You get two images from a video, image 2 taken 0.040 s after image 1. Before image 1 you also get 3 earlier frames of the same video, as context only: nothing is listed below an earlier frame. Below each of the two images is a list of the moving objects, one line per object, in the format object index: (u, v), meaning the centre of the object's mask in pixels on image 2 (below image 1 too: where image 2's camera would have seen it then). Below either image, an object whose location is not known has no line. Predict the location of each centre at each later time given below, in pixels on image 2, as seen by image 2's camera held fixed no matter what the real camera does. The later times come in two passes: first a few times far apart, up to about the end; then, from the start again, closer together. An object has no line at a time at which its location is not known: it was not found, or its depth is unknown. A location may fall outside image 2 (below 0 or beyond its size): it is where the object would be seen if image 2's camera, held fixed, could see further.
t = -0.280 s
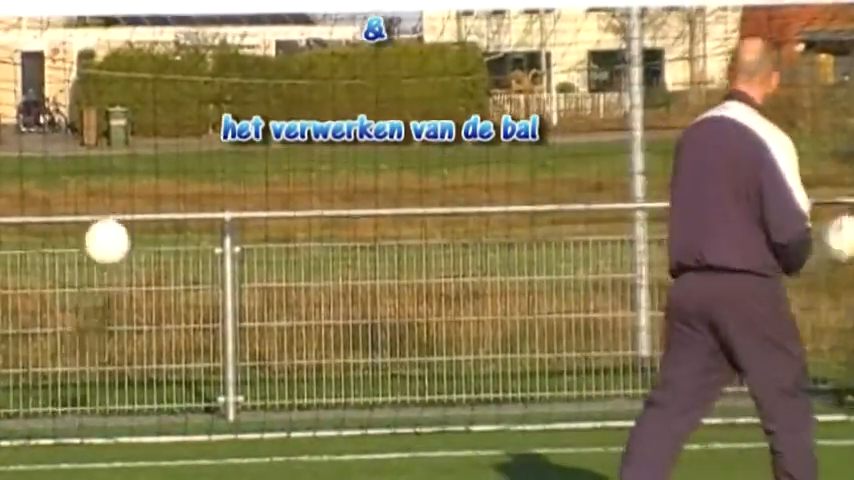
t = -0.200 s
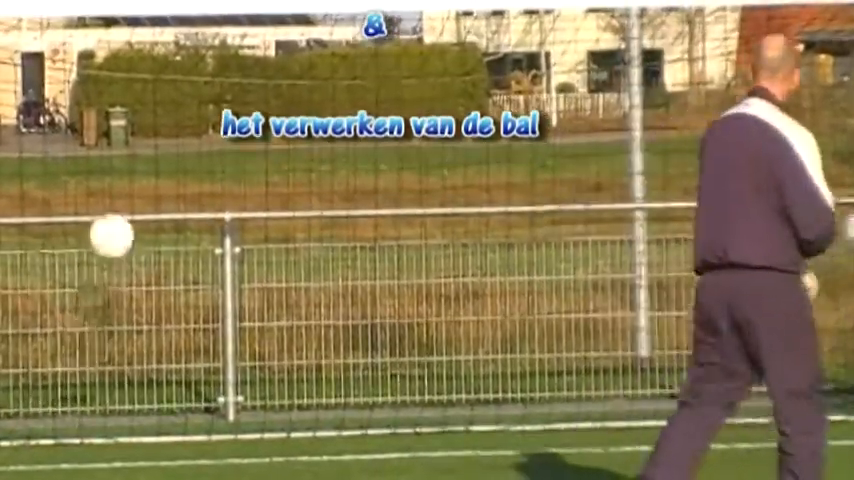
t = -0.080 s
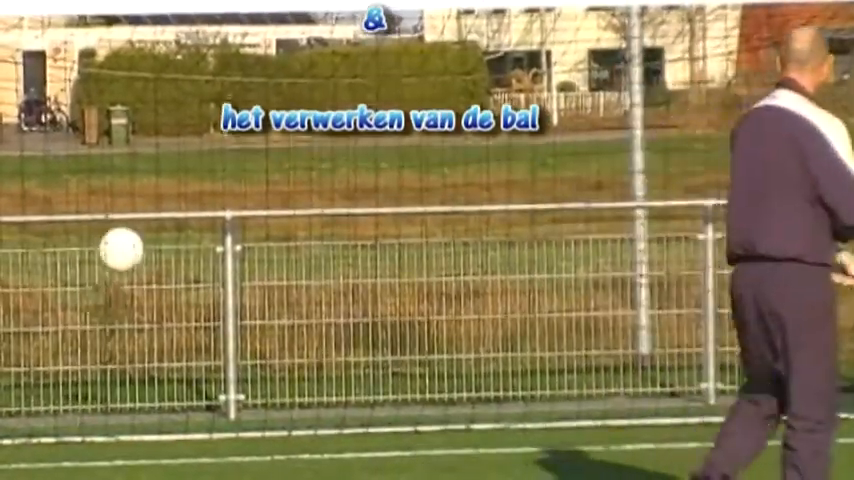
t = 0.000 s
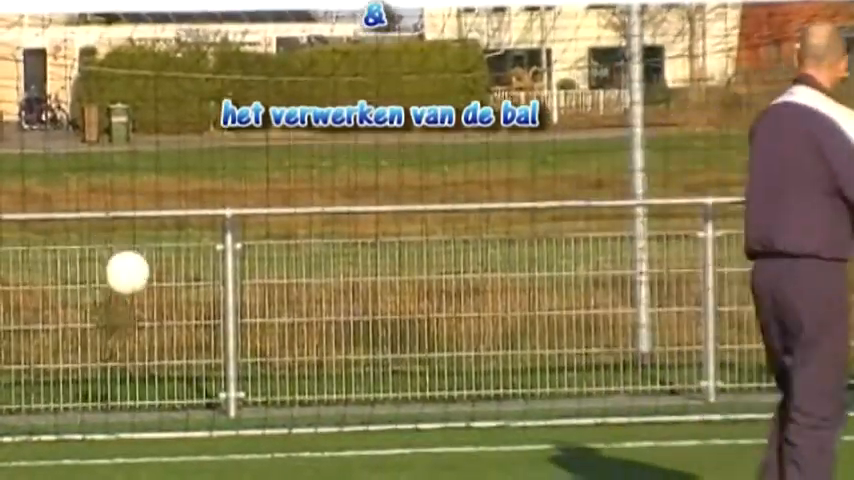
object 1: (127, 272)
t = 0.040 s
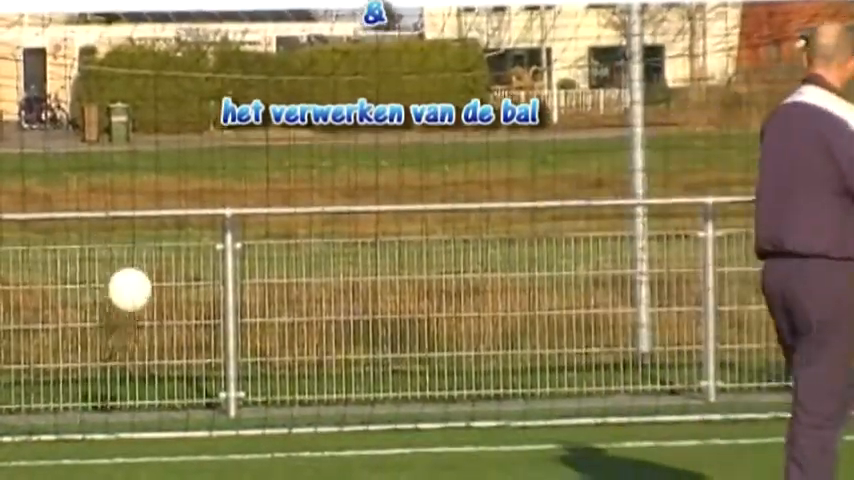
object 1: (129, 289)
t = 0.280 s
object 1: (144, 373)
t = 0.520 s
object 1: (151, 305)
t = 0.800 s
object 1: (175, 341)
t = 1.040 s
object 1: (189, 364)
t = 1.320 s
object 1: (195, 383)
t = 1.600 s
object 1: (208, 383)
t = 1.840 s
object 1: (221, 394)
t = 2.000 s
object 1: (228, 398)
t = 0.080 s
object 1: (132, 309)
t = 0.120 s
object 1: (135, 333)
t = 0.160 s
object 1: (139, 359)
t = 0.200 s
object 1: (142, 388)
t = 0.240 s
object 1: (144, 393)
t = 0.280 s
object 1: (144, 373)
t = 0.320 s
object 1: (145, 354)
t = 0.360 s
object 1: (145, 340)
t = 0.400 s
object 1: (147, 327)
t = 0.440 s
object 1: (147, 319)
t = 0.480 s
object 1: (149, 312)
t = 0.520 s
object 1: (151, 305)
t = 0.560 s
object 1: (155, 300)
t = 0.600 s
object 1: (158, 300)
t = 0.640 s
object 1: (161, 302)
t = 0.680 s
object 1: (165, 307)
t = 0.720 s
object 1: (168, 315)
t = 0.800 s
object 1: (175, 341)
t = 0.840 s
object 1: (180, 358)
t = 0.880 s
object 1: (183, 379)
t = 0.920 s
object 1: (187, 401)
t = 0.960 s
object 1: (187, 387)
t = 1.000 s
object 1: (188, 374)
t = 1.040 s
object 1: (189, 364)
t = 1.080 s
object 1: (190, 358)
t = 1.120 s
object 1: (190, 355)
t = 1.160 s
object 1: (191, 354)
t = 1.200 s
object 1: (191, 357)
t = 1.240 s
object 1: (192, 362)
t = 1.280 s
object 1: (193, 371)
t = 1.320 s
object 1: (195, 383)
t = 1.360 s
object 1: (196, 397)
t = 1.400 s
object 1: (197, 393)
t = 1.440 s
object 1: (200, 385)
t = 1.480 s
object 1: (202, 380)
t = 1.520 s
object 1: (204, 378)
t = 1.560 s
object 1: (207, 379)
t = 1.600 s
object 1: (208, 383)
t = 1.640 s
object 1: (211, 391)
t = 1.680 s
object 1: (214, 399)
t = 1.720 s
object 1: (216, 394)
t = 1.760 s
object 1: (217, 391)
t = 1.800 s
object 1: (219, 392)
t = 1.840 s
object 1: (221, 394)
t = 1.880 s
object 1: (223, 399)
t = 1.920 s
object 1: (224, 396)
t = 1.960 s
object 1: (226, 396)
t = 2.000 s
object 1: (228, 398)
